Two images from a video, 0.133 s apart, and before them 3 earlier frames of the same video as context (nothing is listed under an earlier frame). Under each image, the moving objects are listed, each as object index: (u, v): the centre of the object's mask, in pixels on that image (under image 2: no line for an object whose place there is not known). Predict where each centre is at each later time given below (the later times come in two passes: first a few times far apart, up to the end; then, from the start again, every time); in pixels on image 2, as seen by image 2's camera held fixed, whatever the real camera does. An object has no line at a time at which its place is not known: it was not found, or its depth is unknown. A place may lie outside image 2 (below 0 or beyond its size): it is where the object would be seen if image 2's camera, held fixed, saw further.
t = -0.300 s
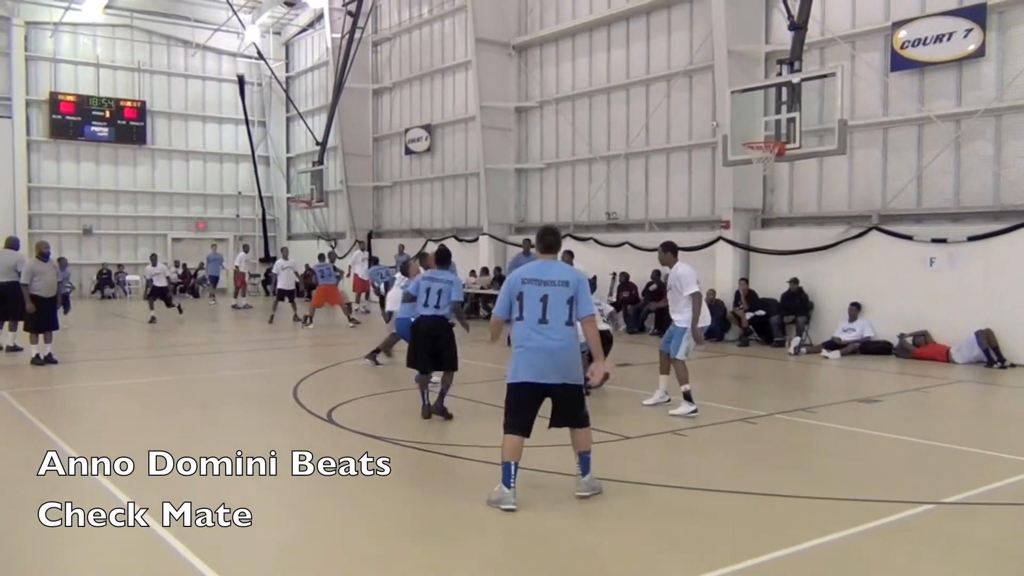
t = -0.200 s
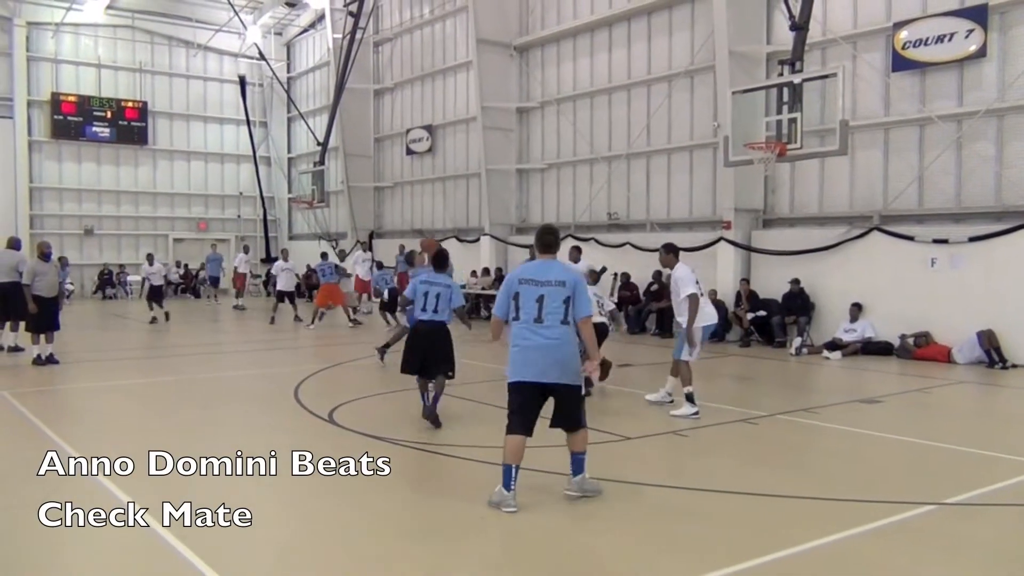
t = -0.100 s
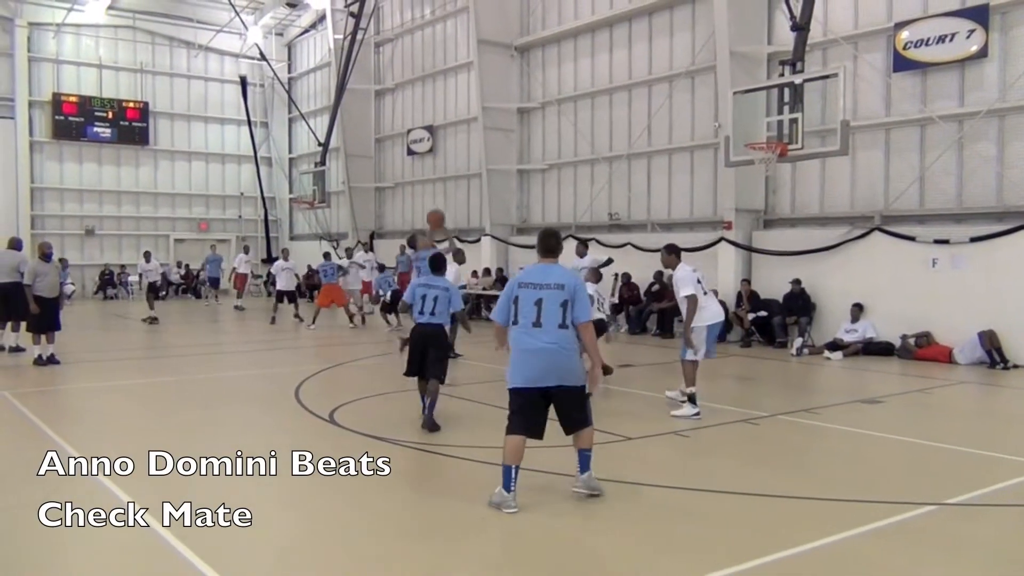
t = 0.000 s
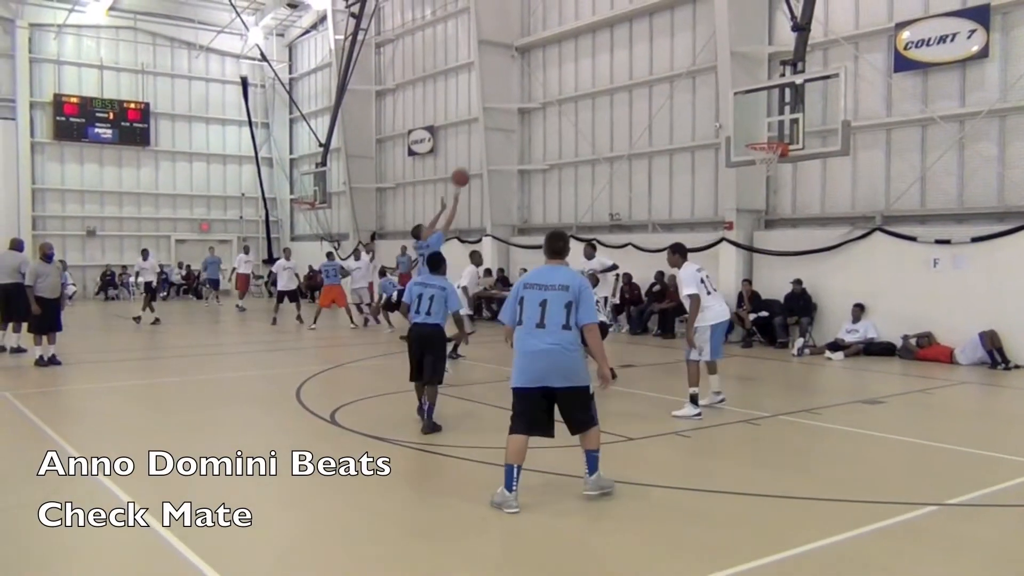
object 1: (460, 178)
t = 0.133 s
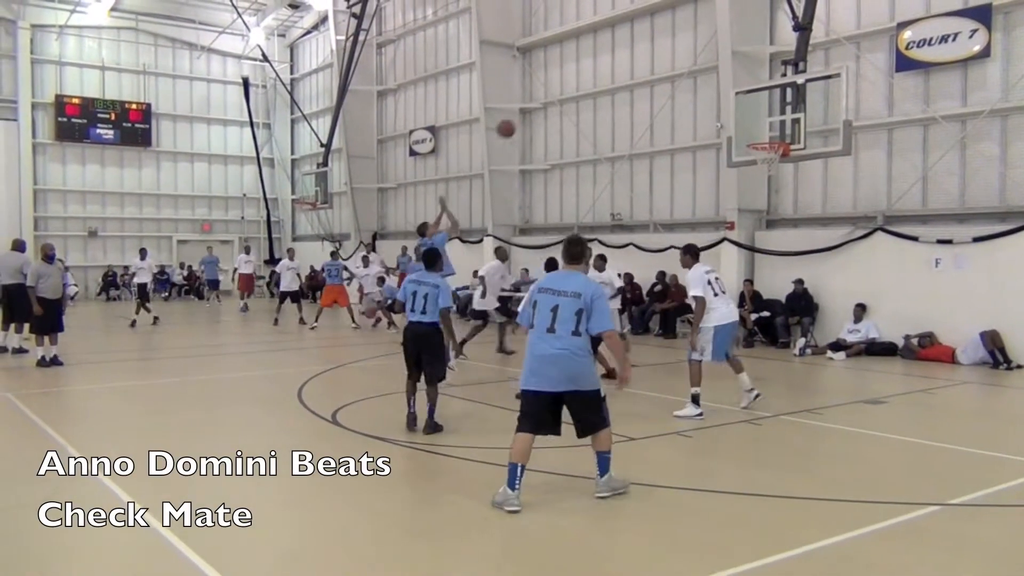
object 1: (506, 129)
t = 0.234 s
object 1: (538, 101)
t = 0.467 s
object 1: (611, 70)
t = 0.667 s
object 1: (671, 77)
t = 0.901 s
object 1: (738, 121)
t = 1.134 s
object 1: (775, 158)
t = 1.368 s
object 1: (763, 160)
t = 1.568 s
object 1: (766, 178)
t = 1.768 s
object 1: (771, 215)
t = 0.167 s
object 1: (516, 119)
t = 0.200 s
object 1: (527, 110)
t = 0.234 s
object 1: (538, 101)
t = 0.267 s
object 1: (549, 94)
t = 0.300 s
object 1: (560, 88)
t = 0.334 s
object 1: (570, 82)
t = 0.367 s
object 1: (580, 78)
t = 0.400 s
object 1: (591, 74)
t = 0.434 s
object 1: (601, 72)
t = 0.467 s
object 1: (611, 70)
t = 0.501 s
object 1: (622, 69)
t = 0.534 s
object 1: (632, 68)
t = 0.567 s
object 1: (643, 69)
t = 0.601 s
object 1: (652, 71)
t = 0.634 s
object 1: (662, 73)
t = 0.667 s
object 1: (671, 77)
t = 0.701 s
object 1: (681, 81)
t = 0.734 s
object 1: (691, 85)
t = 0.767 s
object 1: (700, 91)
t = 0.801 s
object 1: (710, 97)
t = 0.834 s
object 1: (719, 104)
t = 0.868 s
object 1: (729, 113)
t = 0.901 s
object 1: (738, 121)
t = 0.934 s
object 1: (747, 131)
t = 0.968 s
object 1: (755, 140)
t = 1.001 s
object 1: (763, 145)
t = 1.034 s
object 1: (777, 151)
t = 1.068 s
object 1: (780, 151)
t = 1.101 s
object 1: (775, 160)
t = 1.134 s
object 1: (775, 158)
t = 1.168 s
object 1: (774, 153)
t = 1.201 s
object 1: (772, 151)
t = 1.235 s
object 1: (782, 152)
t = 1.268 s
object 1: (783, 152)
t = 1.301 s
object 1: (782, 153)
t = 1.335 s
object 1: (780, 153)
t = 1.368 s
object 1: (763, 160)
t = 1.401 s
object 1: (764, 162)
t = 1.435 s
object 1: (763, 164)
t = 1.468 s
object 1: (764, 167)
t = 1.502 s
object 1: (764, 169)
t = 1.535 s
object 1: (765, 176)
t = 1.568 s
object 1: (766, 178)
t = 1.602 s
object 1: (767, 181)
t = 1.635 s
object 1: (767, 187)
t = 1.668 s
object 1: (769, 193)
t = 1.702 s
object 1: (770, 200)
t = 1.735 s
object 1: (770, 207)
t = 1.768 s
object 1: (771, 215)
